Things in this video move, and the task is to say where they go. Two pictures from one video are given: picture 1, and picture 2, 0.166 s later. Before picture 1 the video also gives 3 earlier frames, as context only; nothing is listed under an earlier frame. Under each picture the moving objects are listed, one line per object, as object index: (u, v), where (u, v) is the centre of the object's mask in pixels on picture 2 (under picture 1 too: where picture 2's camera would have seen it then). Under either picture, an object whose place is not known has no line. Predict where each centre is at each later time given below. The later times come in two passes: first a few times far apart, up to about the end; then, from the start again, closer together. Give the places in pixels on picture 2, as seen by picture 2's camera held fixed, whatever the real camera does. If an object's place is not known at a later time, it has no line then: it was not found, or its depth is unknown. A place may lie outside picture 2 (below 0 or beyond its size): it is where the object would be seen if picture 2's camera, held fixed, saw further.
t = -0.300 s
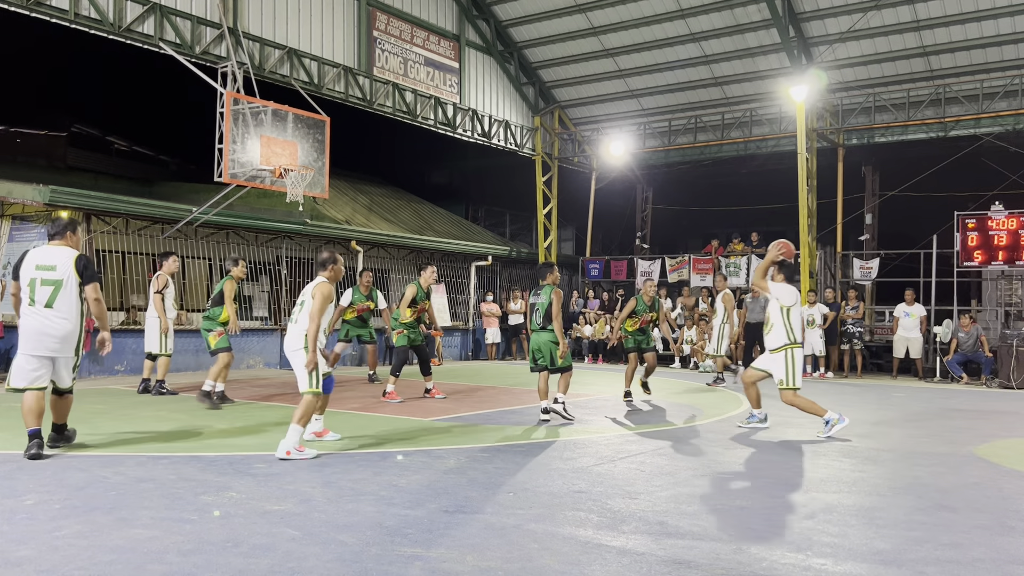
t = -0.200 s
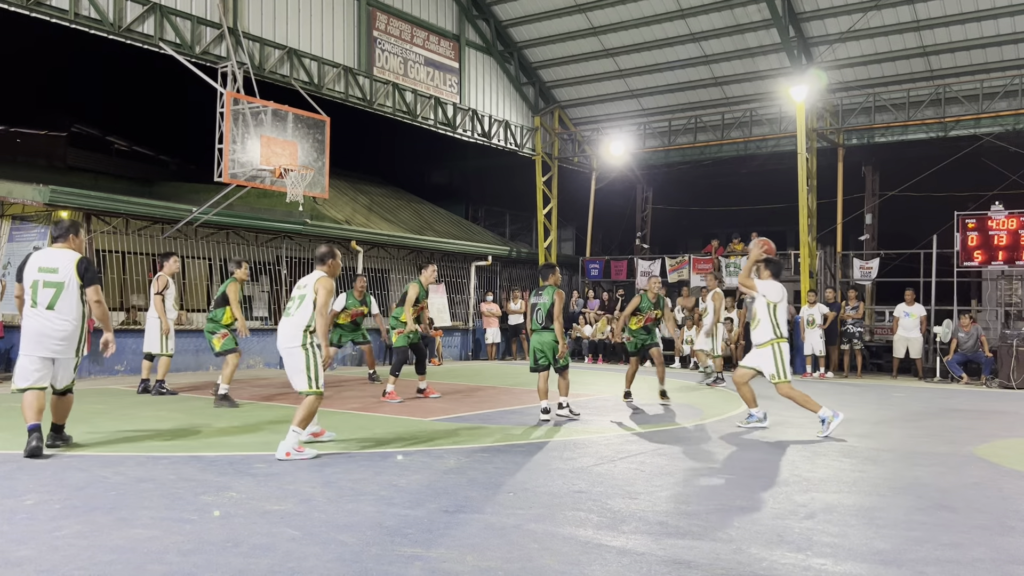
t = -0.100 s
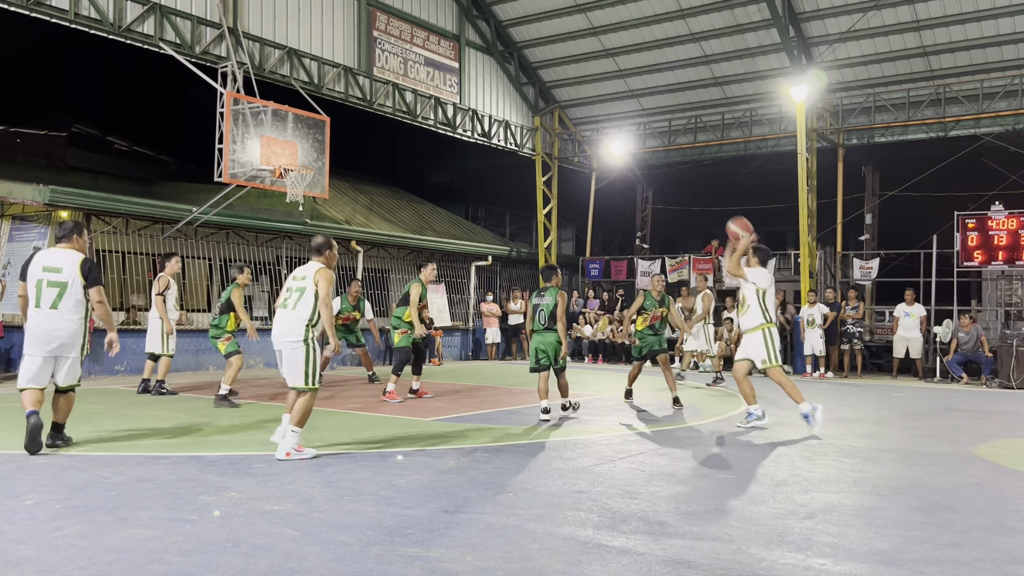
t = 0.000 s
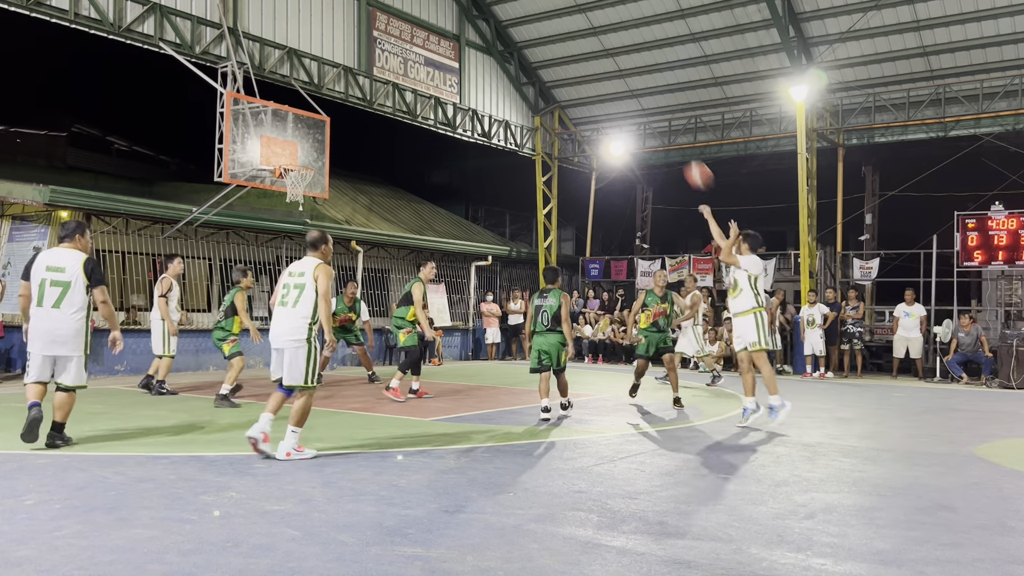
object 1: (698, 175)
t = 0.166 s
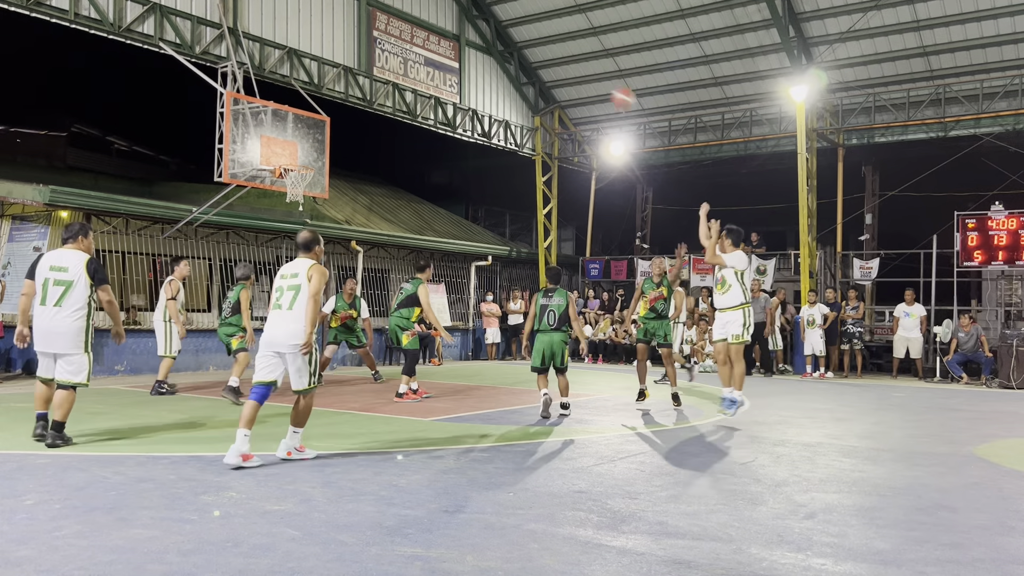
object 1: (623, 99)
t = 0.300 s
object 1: (569, 60)
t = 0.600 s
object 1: (462, 35)
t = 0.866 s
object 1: (379, 73)
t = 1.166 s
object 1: (304, 161)
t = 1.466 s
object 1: (325, 165)
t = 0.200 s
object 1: (609, 87)
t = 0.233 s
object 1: (595, 76)
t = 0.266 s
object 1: (581, 68)
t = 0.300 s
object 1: (569, 60)
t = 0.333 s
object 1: (556, 54)
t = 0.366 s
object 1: (543, 48)
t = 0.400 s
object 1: (530, 44)
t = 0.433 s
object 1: (519, 40)
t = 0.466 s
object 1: (506, 37)
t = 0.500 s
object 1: (495, 35)
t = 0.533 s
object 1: (485, 34)
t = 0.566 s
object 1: (473, 35)
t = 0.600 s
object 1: (462, 35)
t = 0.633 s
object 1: (451, 37)
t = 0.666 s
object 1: (441, 40)
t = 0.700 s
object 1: (430, 43)
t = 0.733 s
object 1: (419, 47)
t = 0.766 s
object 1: (409, 53)
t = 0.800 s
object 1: (400, 59)
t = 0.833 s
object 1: (388, 67)
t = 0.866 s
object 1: (379, 73)
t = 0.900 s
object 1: (370, 80)
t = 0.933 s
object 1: (361, 89)
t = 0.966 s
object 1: (352, 99)
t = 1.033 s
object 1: (336, 118)
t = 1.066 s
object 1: (326, 130)
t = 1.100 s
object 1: (317, 141)
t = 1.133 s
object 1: (308, 154)
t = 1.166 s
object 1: (304, 161)
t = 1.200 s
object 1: (306, 159)
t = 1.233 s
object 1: (308, 156)
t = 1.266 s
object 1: (310, 155)
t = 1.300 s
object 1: (313, 155)
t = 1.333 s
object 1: (315, 155)
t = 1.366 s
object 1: (318, 157)
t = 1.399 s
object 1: (320, 159)
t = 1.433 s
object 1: (323, 162)
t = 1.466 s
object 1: (325, 165)
